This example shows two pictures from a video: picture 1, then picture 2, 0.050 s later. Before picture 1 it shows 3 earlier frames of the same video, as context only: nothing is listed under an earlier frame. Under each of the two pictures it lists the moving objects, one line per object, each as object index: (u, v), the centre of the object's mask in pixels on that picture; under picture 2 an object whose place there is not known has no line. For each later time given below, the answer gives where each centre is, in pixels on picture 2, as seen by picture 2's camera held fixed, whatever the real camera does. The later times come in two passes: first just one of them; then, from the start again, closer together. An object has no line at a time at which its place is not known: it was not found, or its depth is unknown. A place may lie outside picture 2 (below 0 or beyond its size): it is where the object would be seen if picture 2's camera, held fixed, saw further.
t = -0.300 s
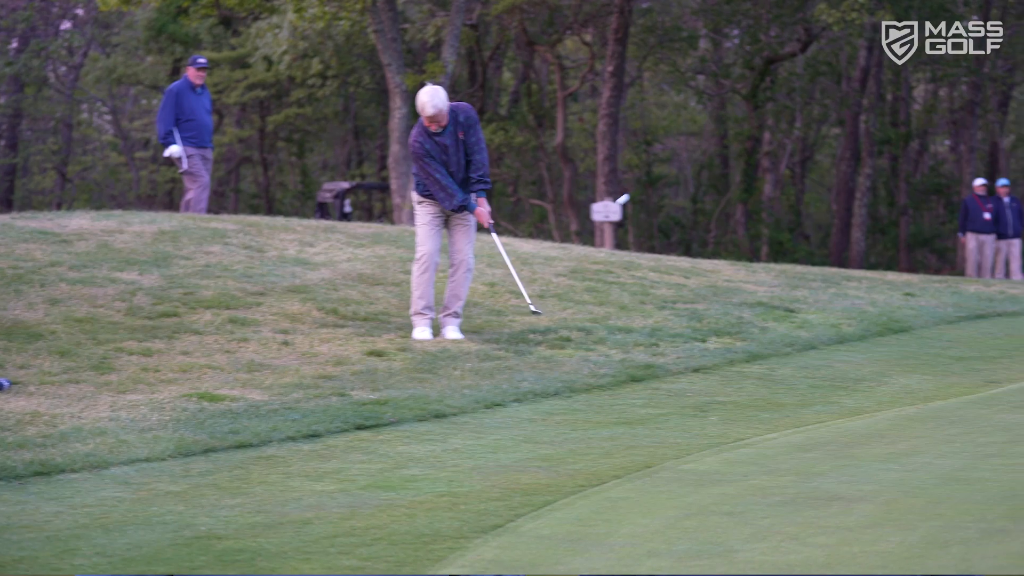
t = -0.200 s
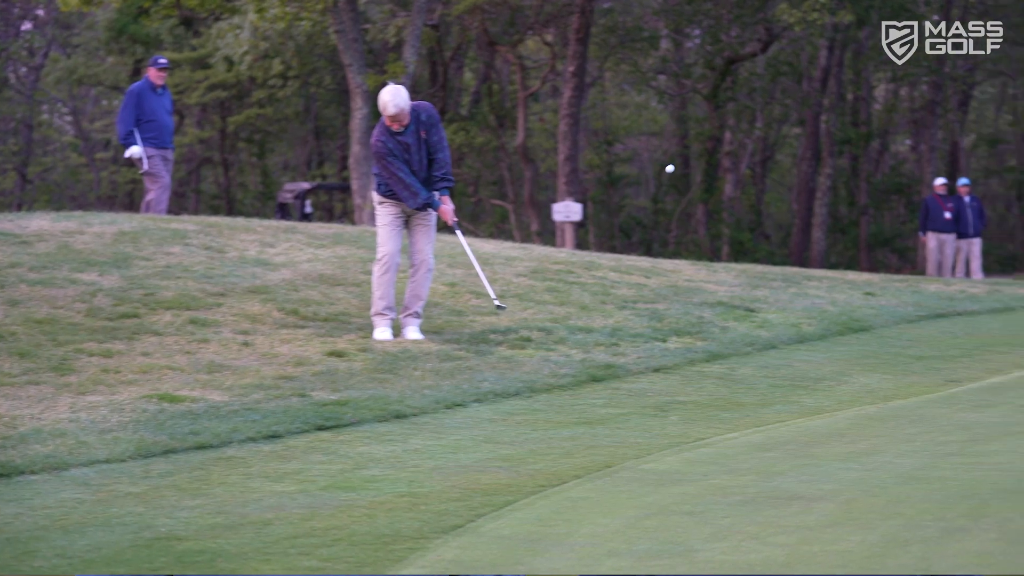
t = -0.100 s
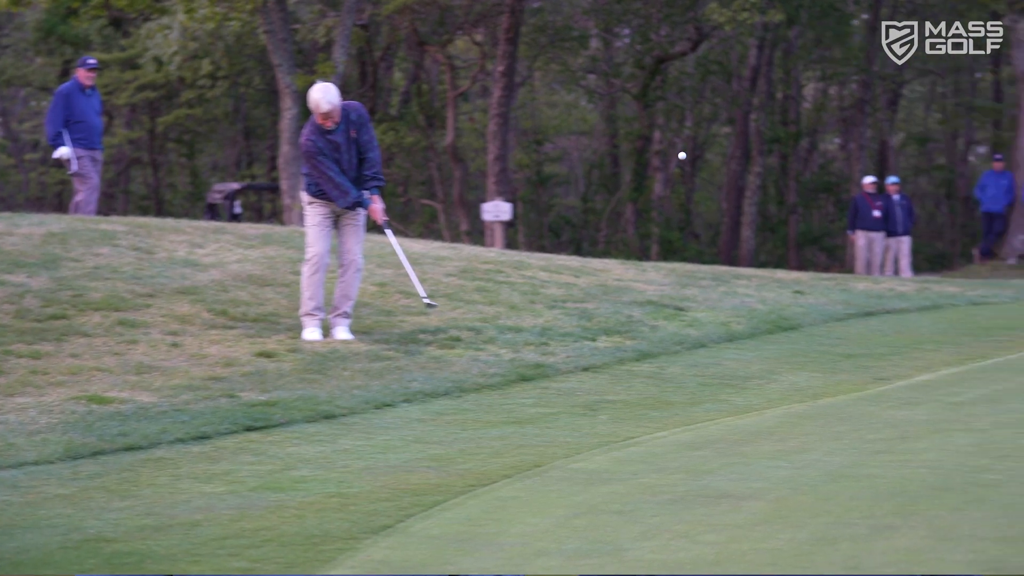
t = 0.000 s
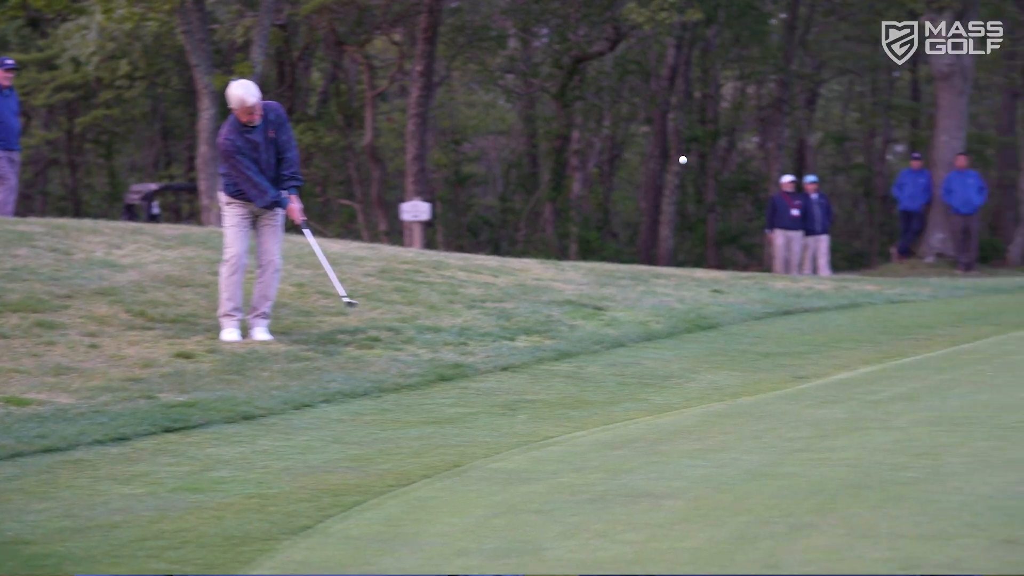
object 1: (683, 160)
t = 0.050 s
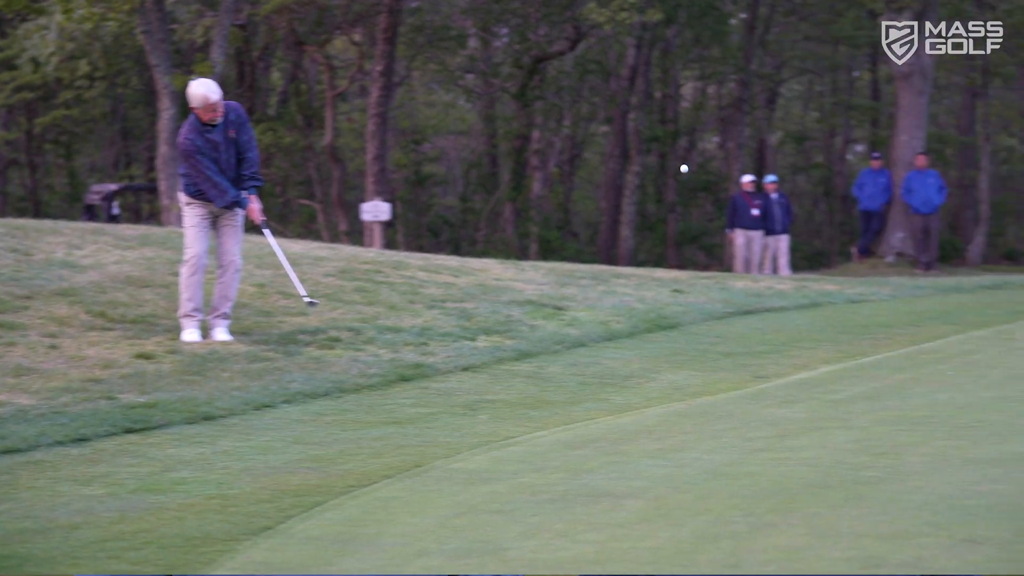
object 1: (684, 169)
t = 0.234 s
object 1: (836, 238)
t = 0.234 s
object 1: (836, 238)
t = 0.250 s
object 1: (849, 248)
